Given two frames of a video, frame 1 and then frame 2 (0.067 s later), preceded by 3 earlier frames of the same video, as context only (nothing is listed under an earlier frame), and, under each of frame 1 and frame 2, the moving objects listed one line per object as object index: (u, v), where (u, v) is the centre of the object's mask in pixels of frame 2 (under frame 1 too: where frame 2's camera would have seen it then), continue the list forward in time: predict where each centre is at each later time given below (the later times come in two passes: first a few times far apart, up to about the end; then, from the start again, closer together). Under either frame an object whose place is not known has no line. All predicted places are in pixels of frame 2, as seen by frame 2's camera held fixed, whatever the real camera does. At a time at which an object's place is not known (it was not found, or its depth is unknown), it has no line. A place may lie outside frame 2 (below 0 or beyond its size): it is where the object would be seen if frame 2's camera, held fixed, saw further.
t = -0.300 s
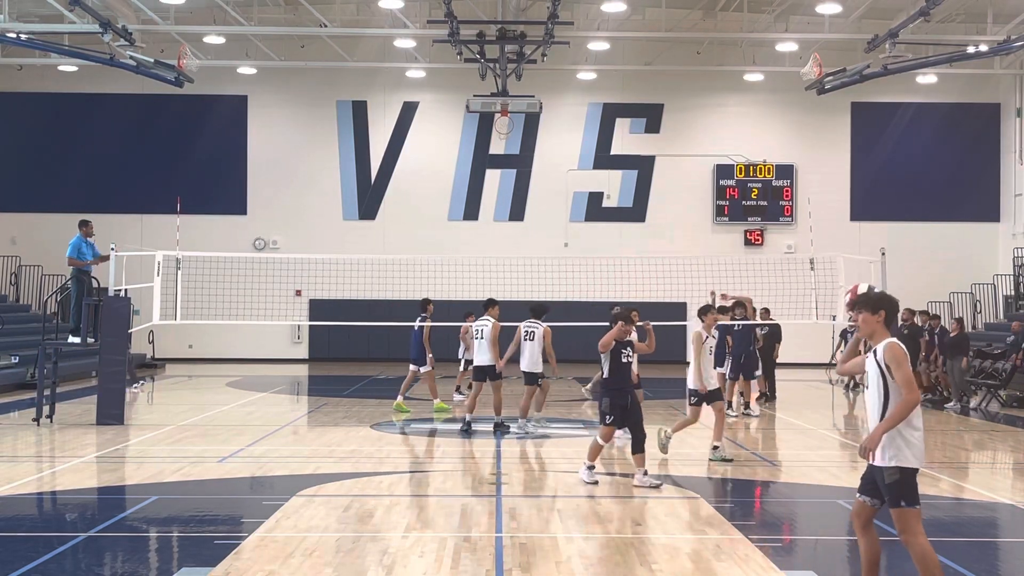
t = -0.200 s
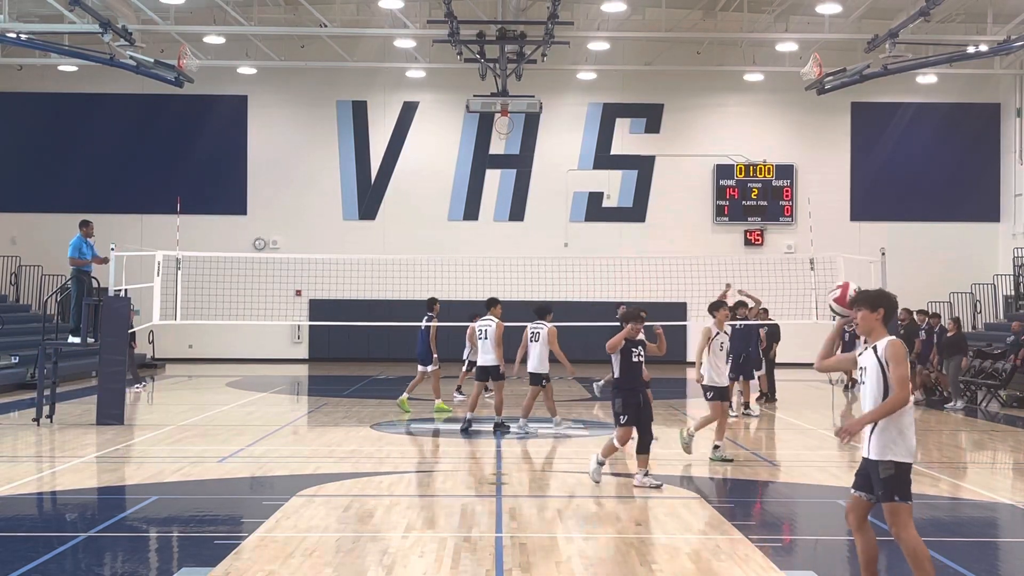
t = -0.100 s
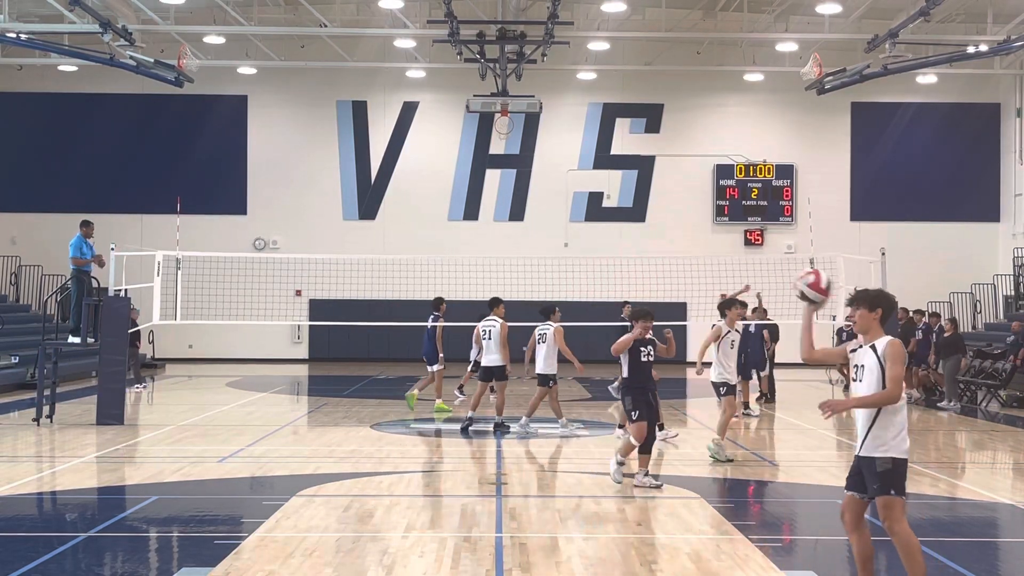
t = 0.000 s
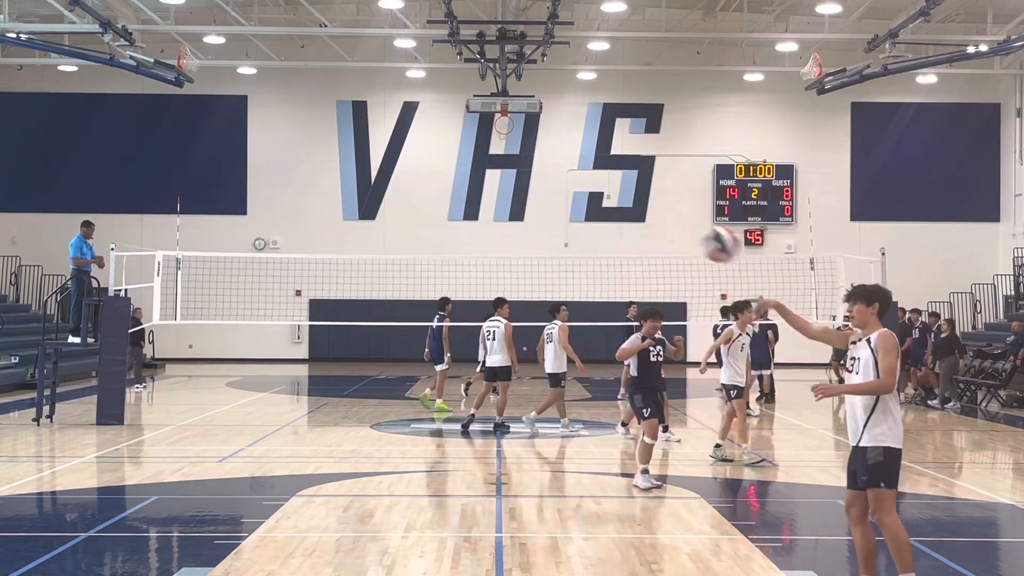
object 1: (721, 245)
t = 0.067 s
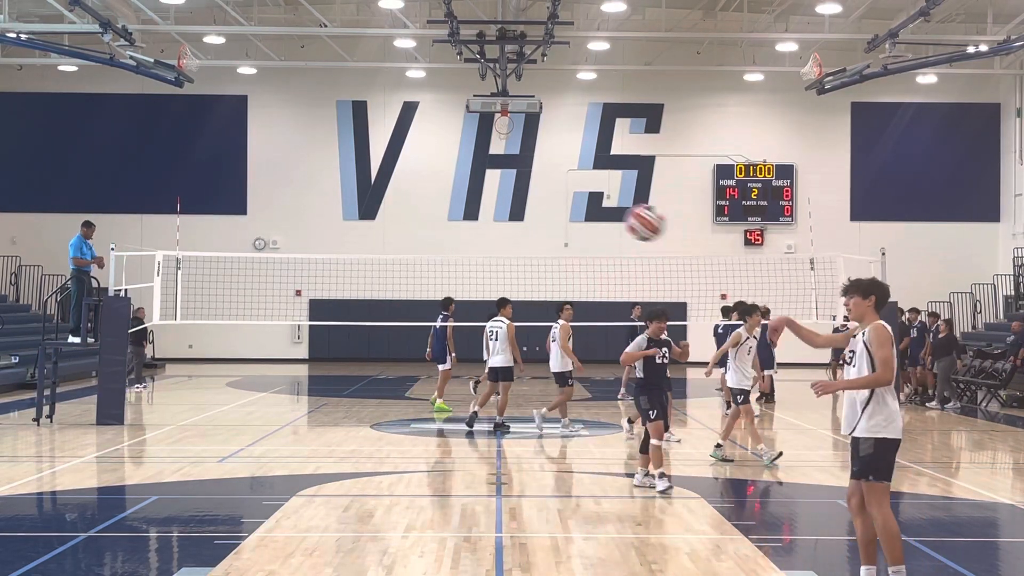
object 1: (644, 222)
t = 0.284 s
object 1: (383, 204)
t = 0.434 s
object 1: (187, 243)
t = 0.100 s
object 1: (606, 214)
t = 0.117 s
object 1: (588, 210)
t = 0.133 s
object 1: (570, 209)
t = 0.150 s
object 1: (550, 206)
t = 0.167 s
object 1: (529, 204)
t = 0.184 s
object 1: (510, 203)
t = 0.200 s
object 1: (488, 201)
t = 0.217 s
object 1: (470, 201)
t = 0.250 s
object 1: (428, 201)
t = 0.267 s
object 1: (407, 202)
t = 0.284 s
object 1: (383, 204)
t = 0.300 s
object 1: (365, 205)
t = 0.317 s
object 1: (343, 208)
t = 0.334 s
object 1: (321, 211)
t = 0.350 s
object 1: (299, 216)
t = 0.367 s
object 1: (278, 220)
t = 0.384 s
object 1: (255, 225)
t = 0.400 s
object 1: (232, 229)
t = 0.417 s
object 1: (210, 236)
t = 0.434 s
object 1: (187, 243)
